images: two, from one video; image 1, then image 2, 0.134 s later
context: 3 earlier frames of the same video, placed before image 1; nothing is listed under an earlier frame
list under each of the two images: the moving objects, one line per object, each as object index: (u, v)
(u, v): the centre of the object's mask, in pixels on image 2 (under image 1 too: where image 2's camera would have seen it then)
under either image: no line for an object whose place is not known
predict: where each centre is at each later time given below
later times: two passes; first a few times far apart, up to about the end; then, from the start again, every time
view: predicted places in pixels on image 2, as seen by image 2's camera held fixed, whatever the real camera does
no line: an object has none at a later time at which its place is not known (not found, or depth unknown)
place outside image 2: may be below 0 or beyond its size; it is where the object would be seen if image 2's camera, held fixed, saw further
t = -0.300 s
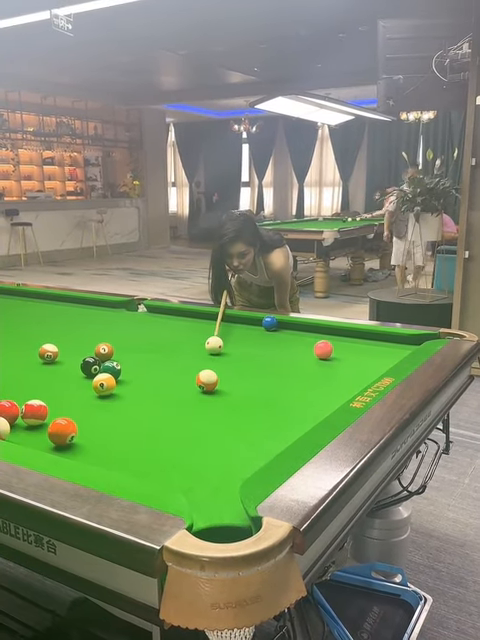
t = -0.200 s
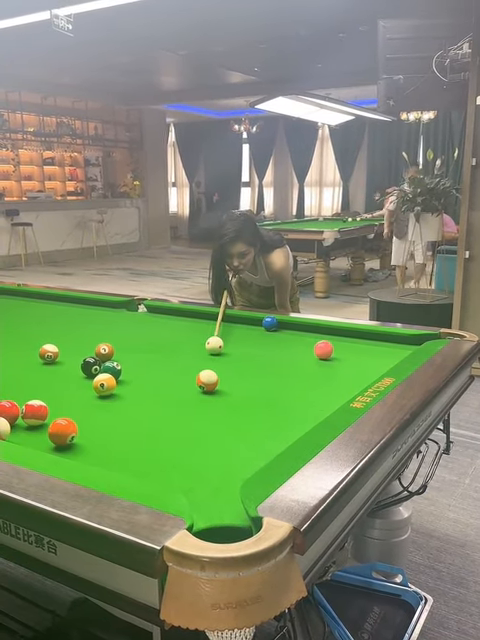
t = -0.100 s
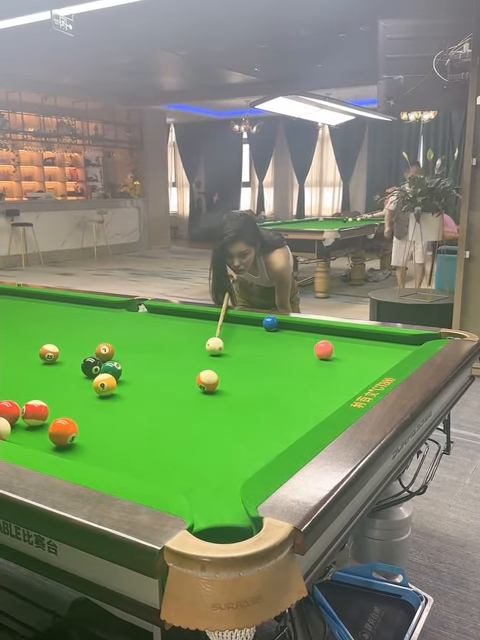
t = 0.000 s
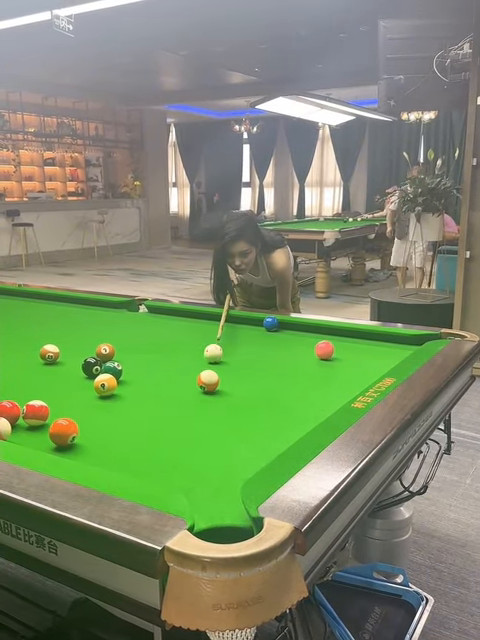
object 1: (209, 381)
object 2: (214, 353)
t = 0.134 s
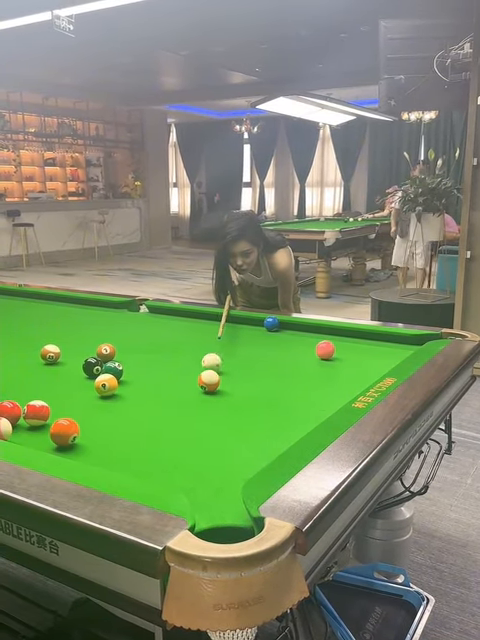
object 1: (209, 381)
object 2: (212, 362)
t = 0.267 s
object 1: (209, 381)
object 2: (208, 368)
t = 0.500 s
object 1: (210, 398)
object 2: (201, 378)
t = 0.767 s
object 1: (211, 418)
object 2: (195, 385)
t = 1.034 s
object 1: (213, 441)
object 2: (188, 391)
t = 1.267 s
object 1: (215, 466)
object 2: (181, 396)
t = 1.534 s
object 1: (218, 498)
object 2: (175, 401)
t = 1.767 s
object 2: (170, 404)
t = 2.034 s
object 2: (164, 408)
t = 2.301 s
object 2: (158, 412)
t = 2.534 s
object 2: (158, 415)
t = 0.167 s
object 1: (209, 381)
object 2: (211, 363)
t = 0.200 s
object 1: (209, 381)
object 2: (210, 365)
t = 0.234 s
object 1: (209, 381)
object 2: (209, 367)
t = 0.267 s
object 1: (209, 381)
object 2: (208, 368)
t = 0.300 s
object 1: (209, 383)
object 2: (206, 370)
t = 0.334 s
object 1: (209, 386)
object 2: (205, 371)
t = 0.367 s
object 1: (209, 389)
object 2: (205, 373)
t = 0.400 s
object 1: (210, 392)
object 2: (204, 374)
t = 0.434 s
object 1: (210, 393)
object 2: (203, 375)
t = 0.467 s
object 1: (210, 396)
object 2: (202, 377)
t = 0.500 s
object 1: (210, 398)
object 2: (201, 378)
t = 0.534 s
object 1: (210, 400)
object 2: (201, 380)
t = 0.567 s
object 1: (210, 403)
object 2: (200, 381)
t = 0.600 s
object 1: (210, 405)
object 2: (199, 381)
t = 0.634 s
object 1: (210, 408)
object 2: (198, 382)
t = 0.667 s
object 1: (211, 410)
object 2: (197, 383)
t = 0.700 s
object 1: (211, 413)
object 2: (197, 383)
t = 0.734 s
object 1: (211, 416)
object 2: (196, 384)
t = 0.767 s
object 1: (211, 418)
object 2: (195, 385)
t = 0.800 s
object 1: (211, 421)
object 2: (194, 386)
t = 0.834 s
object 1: (212, 424)
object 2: (193, 387)
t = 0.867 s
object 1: (212, 427)
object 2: (192, 388)
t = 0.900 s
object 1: (212, 430)
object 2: (192, 388)
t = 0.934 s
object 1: (213, 432)
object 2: (190, 389)
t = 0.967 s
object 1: (213, 435)
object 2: (190, 390)
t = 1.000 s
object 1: (213, 438)
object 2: (189, 390)
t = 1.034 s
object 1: (213, 441)
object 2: (188, 391)
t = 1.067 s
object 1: (214, 445)
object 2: (187, 392)
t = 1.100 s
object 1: (214, 448)
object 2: (186, 392)
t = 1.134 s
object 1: (214, 451)
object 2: (185, 393)
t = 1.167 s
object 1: (214, 454)
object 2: (184, 394)
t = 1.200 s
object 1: (215, 458)
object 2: (183, 395)
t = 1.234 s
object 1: (215, 462)
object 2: (182, 395)
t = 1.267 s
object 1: (215, 466)
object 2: (181, 396)
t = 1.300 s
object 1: (215, 469)
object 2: (181, 396)
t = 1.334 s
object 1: (216, 473)
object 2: (179, 397)
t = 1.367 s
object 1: (216, 477)
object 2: (179, 397)
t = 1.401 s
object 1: (217, 481)
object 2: (178, 398)
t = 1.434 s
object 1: (217, 485)
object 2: (177, 399)
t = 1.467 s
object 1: (217, 489)
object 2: (176, 399)
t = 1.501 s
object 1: (218, 493)
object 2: (176, 400)
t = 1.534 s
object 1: (218, 498)
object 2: (175, 401)
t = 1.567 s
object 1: (218, 502)
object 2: (174, 401)
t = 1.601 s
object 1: (219, 506)
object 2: (173, 402)
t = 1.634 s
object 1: (219, 513)
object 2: (172, 402)
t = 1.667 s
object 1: (220, 524)
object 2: (172, 403)
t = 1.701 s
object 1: (221, 535)
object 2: (171, 403)
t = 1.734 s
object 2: (170, 404)
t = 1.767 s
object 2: (170, 404)
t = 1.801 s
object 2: (169, 405)
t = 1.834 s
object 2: (168, 405)
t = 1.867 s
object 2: (168, 406)
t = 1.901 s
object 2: (167, 407)
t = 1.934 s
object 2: (166, 406)
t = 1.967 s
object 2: (165, 408)
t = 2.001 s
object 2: (164, 408)
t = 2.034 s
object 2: (164, 408)
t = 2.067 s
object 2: (163, 409)
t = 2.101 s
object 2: (162, 409)
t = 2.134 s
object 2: (162, 410)
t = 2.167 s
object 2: (161, 411)
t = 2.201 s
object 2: (160, 411)
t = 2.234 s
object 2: (160, 411)
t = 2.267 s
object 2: (159, 412)
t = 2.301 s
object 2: (158, 412)
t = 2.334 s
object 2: (157, 413)
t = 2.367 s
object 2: (157, 413)
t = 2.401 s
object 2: (156, 414)
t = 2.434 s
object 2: (156, 414)
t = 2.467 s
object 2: (155, 414)
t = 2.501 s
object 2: (155, 414)
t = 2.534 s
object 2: (158, 415)
